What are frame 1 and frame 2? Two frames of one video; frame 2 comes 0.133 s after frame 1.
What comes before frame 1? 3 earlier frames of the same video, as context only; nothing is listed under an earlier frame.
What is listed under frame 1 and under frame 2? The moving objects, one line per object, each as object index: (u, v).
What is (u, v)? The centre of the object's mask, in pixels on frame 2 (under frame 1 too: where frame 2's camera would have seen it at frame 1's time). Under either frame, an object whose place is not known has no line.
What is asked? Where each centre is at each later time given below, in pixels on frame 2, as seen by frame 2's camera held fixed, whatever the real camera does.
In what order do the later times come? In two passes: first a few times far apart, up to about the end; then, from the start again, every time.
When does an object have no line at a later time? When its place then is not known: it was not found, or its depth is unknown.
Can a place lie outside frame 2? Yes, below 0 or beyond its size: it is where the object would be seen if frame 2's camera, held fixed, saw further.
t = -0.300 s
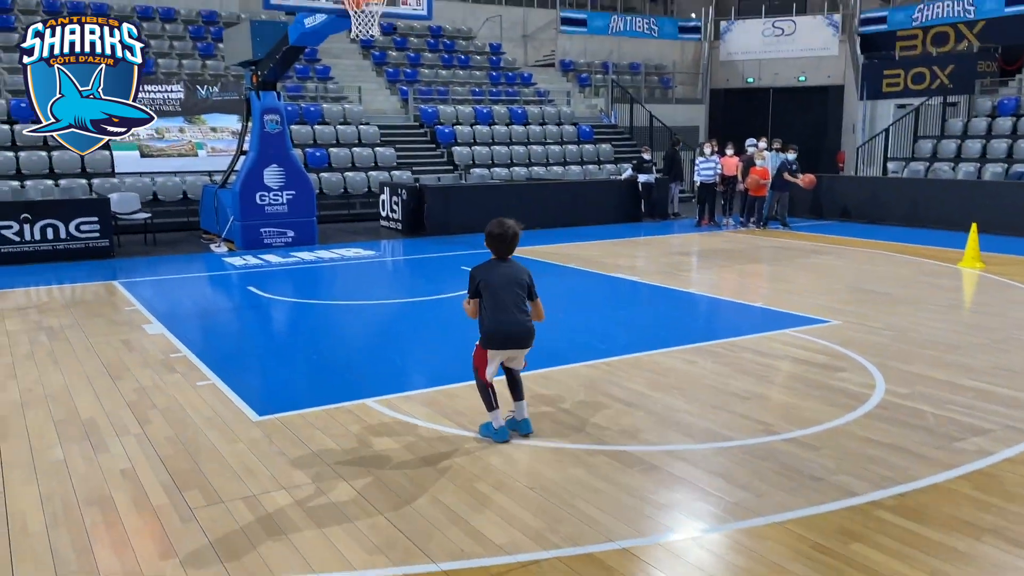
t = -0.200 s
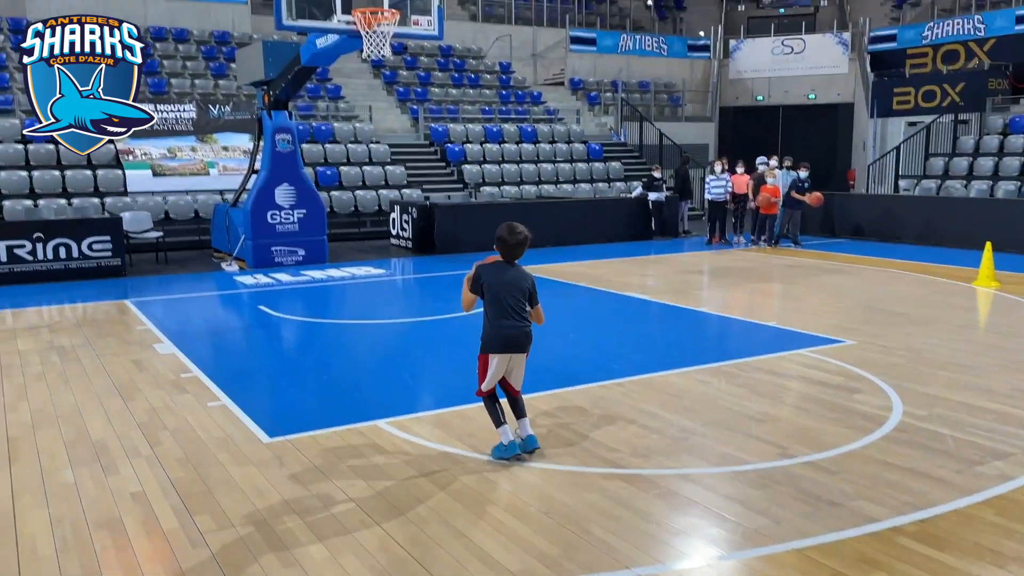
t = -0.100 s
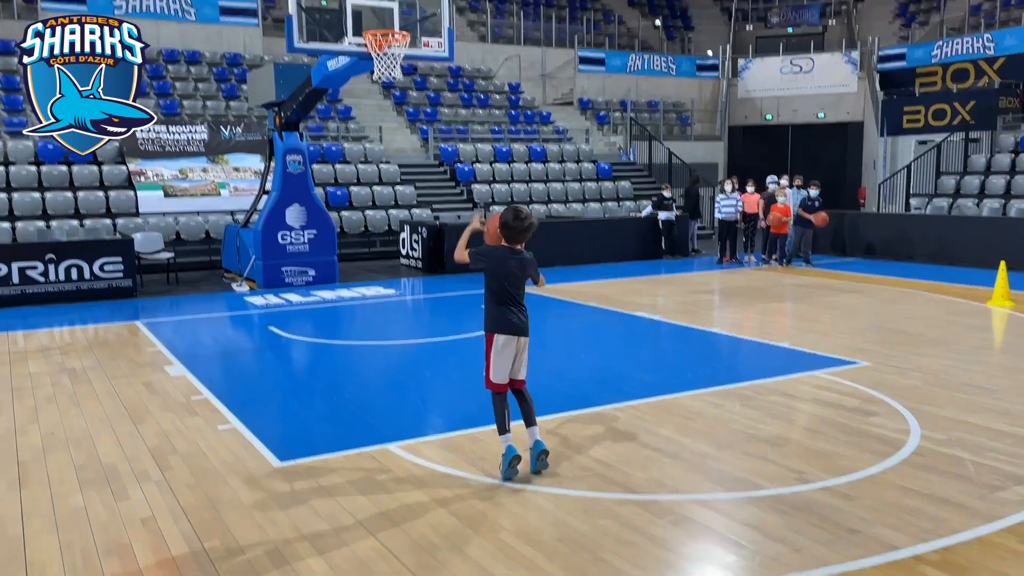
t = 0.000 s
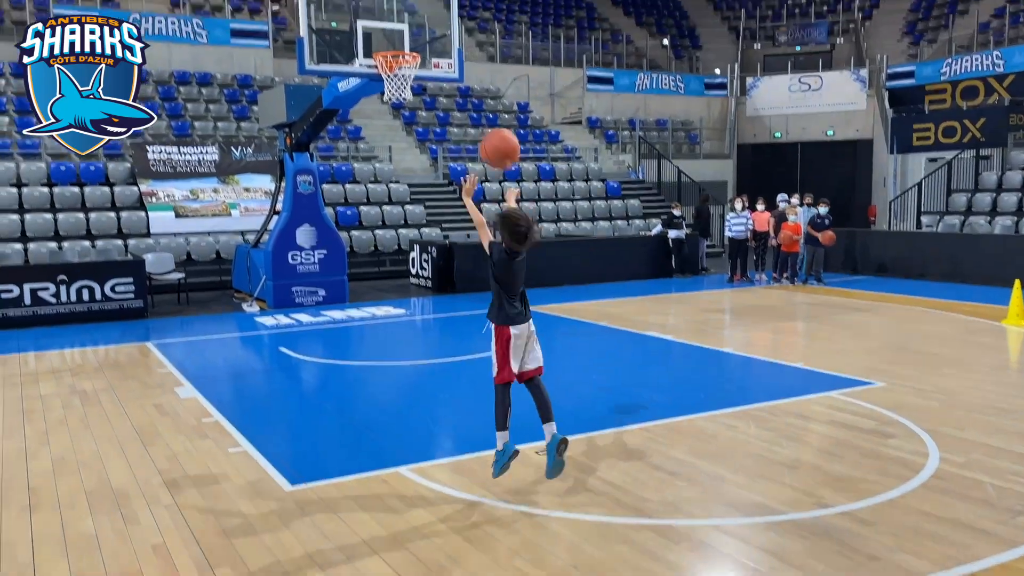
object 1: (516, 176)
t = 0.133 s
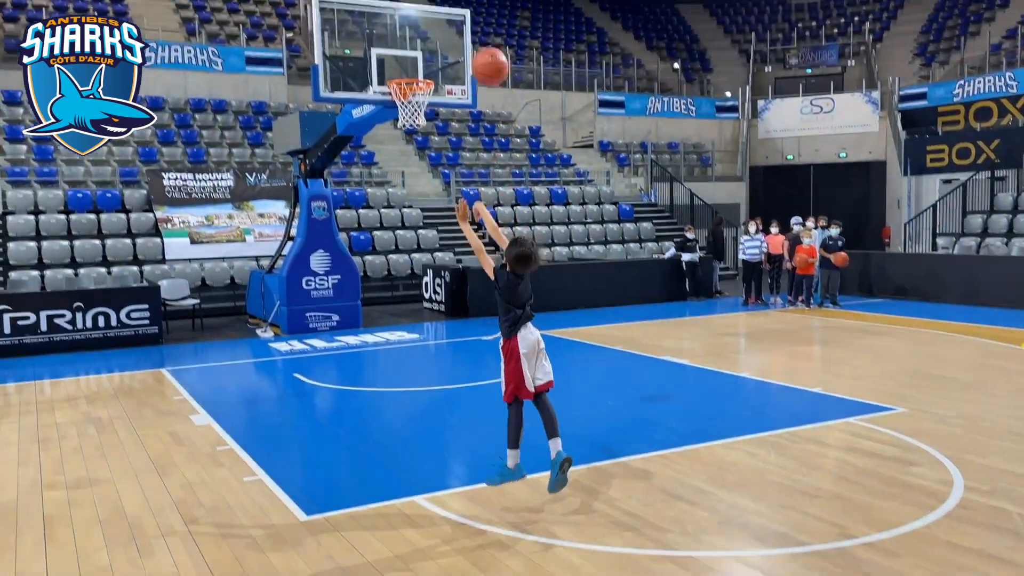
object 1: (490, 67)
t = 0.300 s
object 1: (466, -9)
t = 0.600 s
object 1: (437, -30)
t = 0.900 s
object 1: (420, 42)
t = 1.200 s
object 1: (392, 95)
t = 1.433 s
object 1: (409, 124)
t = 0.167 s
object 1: (485, 47)
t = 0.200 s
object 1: (480, 30)
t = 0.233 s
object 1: (475, 15)
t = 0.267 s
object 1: (470, 2)
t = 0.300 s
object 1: (466, -9)
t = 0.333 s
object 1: (462, -18)
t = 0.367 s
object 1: (458, -25)
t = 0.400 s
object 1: (455, -30)
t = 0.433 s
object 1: (451, -34)
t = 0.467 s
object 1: (448, -36)
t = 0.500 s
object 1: (445, -36)
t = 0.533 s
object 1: (443, -36)
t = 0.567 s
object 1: (440, -34)
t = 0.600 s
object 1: (437, -30)
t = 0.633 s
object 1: (435, -26)
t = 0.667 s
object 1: (433, -21)
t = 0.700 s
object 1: (431, -14)
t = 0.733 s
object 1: (429, -8)
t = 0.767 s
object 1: (426, 1)
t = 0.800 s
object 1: (425, 10)
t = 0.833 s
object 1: (423, 21)
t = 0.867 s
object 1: (422, 31)
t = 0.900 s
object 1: (420, 42)
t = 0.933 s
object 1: (419, 54)
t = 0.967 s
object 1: (418, 68)
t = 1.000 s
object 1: (417, 75)
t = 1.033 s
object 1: (416, 90)
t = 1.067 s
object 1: (400, 96)
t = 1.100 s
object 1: (396, 98)
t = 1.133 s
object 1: (392, 94)
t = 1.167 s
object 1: (392, 95)
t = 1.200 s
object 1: (392, 95)
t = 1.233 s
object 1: (393, 96)
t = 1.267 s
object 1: (395, 99)
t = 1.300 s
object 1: (397, 100)
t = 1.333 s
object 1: (397, 102)
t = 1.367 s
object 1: (402, 111)
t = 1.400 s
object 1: (402, 110)
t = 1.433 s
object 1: (409, 124)
